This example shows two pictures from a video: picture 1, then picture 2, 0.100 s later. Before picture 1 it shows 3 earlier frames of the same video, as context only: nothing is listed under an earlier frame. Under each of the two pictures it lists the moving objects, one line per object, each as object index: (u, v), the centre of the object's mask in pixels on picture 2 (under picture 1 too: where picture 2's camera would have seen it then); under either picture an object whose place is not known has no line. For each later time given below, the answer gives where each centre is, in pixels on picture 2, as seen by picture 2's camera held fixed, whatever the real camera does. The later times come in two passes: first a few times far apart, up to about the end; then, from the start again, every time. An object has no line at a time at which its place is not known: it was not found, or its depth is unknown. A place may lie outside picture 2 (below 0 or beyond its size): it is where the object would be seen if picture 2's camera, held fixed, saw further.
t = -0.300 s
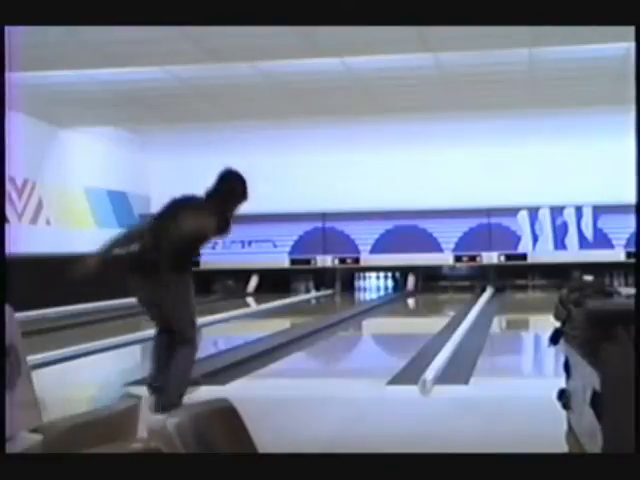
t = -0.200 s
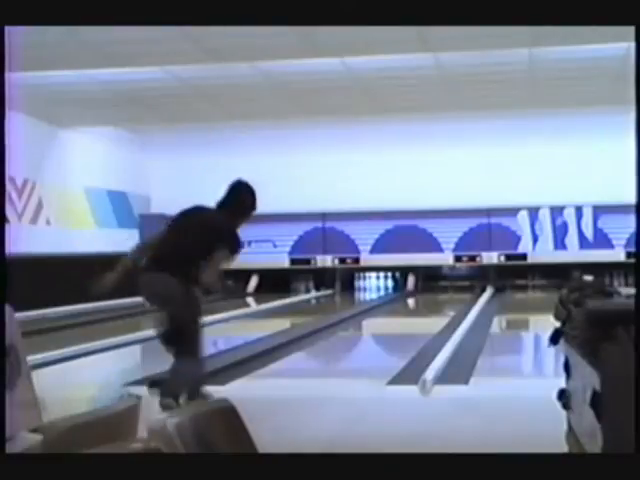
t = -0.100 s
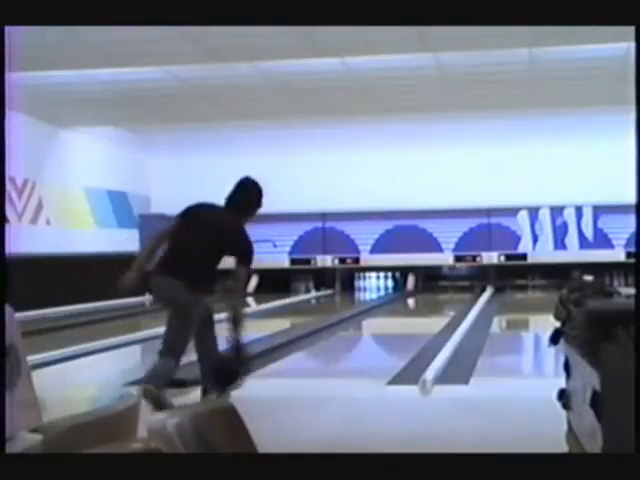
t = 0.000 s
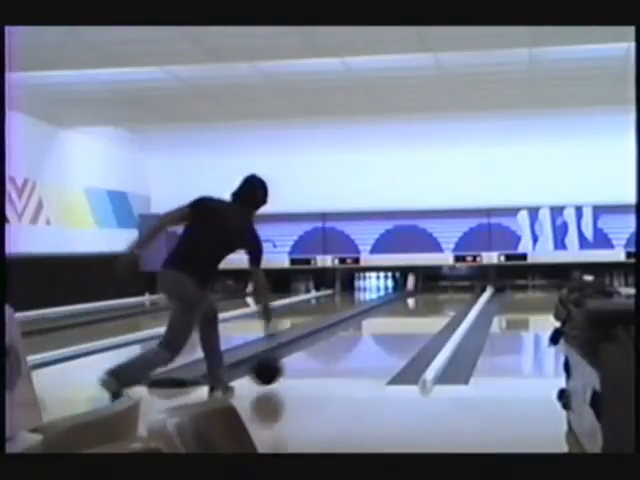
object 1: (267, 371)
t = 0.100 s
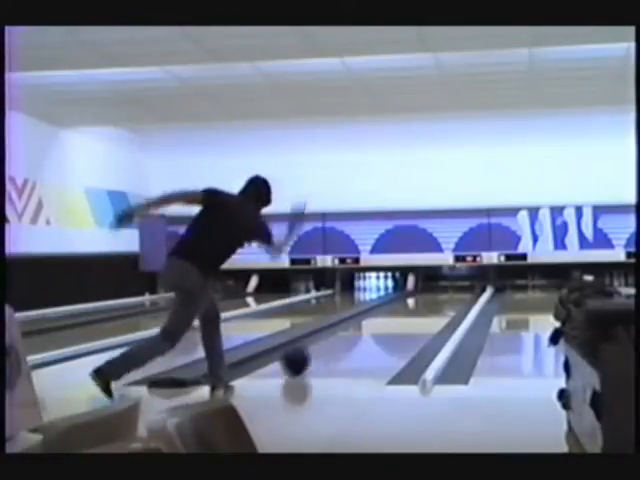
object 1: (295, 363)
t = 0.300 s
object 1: (339, 348)
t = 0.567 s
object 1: (378, 326)
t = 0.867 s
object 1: (407, 313)
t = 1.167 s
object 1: (425, 304)
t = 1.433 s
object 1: (437, 299)
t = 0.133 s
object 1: (304, 365)
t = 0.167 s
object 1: (312, 366)
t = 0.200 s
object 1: (319, 360)
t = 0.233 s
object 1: (326, 352)
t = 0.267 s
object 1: (333, 348)
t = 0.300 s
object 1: (339, 348)
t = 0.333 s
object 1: (345, 340)
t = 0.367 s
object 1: (350, 338)
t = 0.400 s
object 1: (355, 335)
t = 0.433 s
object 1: (360, 334)
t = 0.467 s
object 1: (365, 332)
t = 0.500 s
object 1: (369, 329)
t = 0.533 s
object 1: (374, 328)
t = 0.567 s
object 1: (378, 326)
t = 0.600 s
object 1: (382, 324)
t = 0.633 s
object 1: (385, 323)
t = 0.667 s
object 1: (389, 322)
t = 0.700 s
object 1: (392, 320)
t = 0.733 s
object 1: (395, 318)
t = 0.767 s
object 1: (398, 317)
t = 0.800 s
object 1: (401, 316)
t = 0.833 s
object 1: (404, 314)
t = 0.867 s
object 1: (407, 313)
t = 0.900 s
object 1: (409, 311)
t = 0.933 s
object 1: (412, 311)
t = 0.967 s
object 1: (414, 310)
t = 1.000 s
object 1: (416, 310)
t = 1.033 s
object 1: (418, 309)
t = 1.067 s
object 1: (420, 308)
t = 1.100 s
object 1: (422, 307)
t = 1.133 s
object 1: (423, 305)
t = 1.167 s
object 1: (425, 304)
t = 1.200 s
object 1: (428, 304)
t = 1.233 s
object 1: (430, 304)
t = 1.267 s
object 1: (431, 303)
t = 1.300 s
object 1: (432, 302)
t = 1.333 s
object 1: (433, 301)
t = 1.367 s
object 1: (435, 300)
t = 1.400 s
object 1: (436, 299)
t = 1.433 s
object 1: (437, 299)
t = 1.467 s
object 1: (438, 299)
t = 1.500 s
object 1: (437, 298)
